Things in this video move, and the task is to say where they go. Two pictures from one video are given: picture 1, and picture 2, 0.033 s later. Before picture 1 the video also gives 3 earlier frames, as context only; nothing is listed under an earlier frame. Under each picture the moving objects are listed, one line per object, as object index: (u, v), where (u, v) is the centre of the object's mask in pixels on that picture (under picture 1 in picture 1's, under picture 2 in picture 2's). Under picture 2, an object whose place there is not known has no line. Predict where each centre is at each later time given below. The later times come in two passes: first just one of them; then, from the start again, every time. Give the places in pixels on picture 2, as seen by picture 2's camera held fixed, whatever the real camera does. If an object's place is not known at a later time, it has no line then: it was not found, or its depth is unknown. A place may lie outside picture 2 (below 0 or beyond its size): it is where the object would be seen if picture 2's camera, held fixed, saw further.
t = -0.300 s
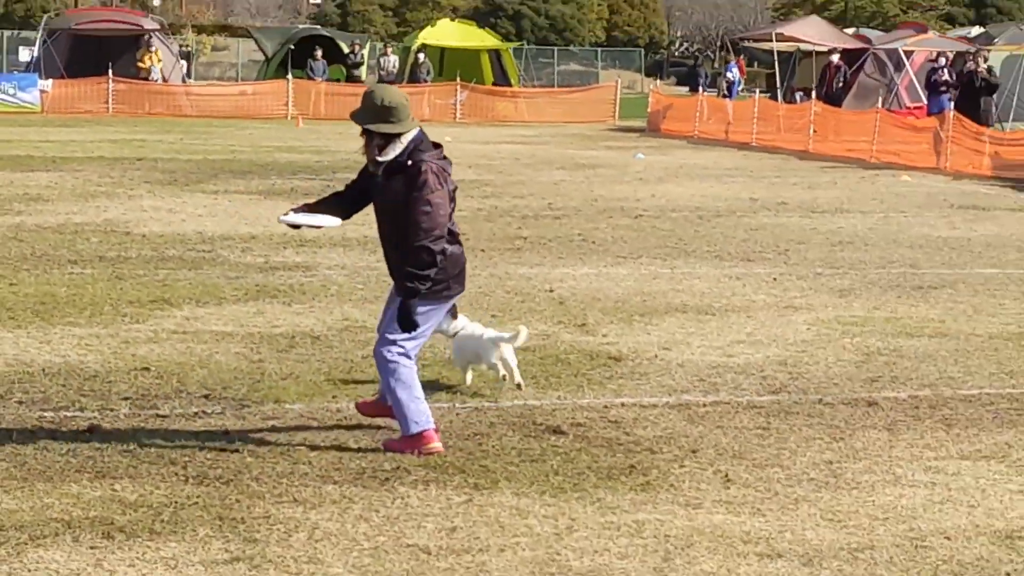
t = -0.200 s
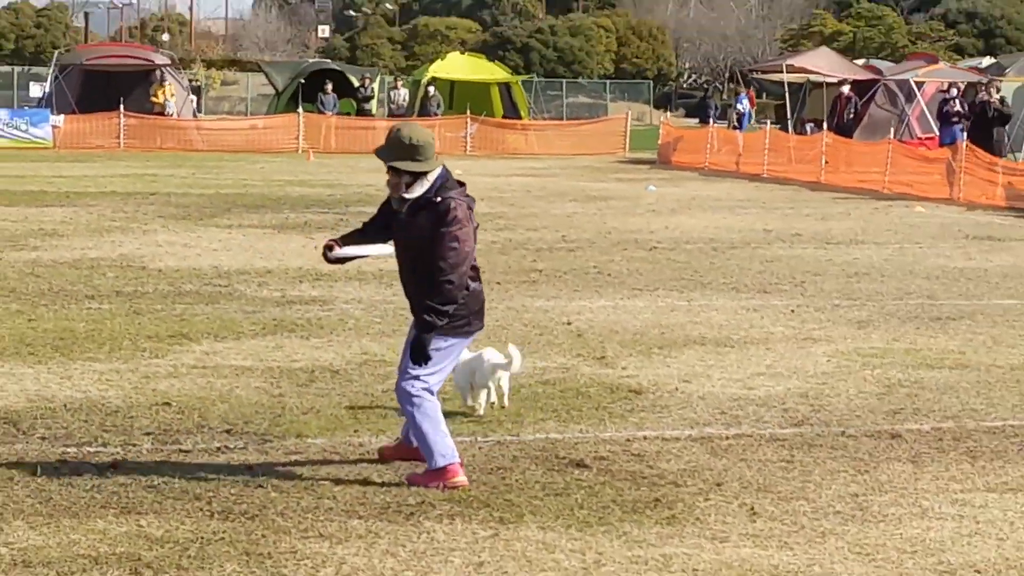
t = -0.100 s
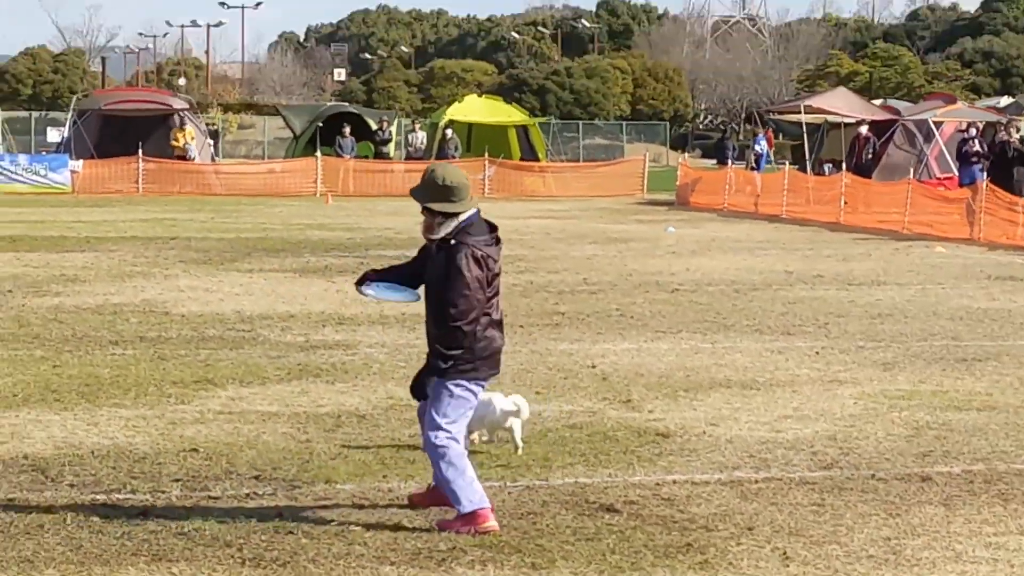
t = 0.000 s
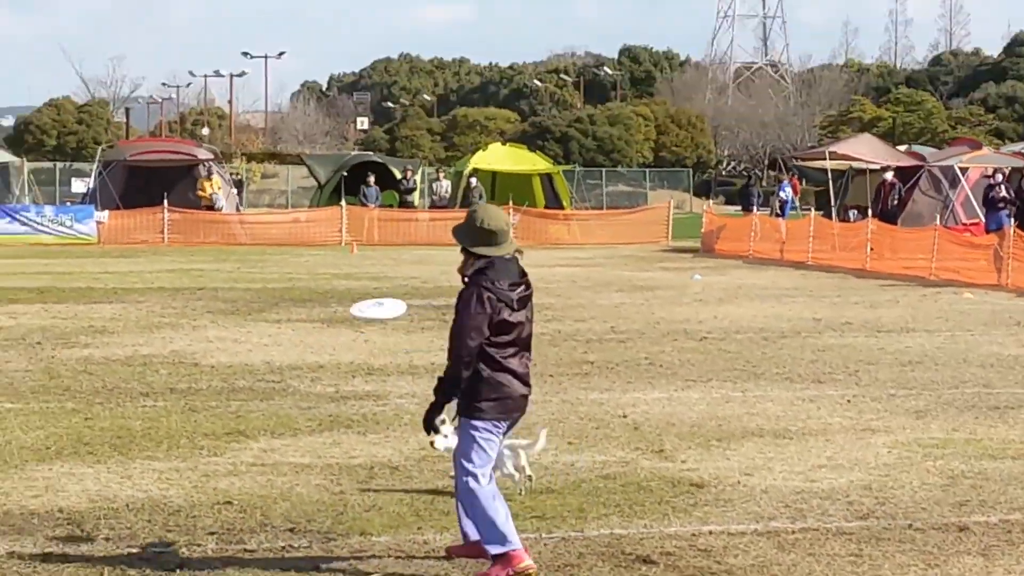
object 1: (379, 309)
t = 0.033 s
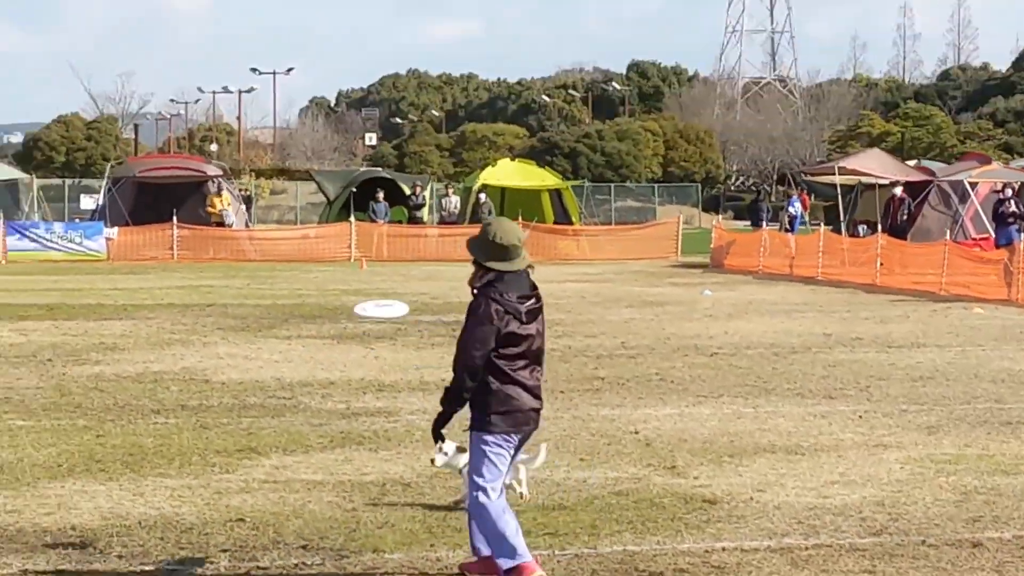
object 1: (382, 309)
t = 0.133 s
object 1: (371, 266)
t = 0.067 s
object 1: (378, 294)
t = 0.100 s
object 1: (374, 279)
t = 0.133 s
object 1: (371, 266)
